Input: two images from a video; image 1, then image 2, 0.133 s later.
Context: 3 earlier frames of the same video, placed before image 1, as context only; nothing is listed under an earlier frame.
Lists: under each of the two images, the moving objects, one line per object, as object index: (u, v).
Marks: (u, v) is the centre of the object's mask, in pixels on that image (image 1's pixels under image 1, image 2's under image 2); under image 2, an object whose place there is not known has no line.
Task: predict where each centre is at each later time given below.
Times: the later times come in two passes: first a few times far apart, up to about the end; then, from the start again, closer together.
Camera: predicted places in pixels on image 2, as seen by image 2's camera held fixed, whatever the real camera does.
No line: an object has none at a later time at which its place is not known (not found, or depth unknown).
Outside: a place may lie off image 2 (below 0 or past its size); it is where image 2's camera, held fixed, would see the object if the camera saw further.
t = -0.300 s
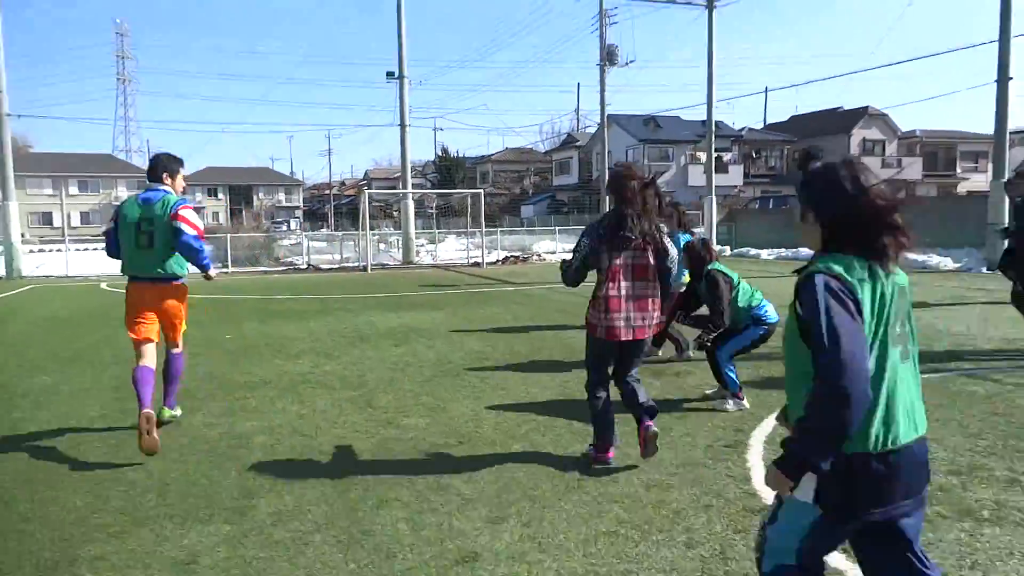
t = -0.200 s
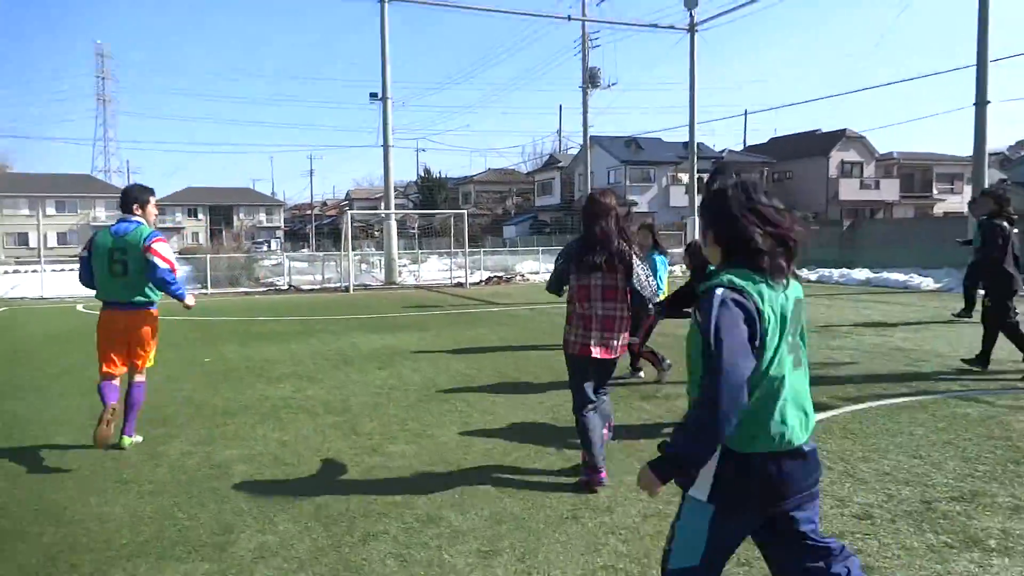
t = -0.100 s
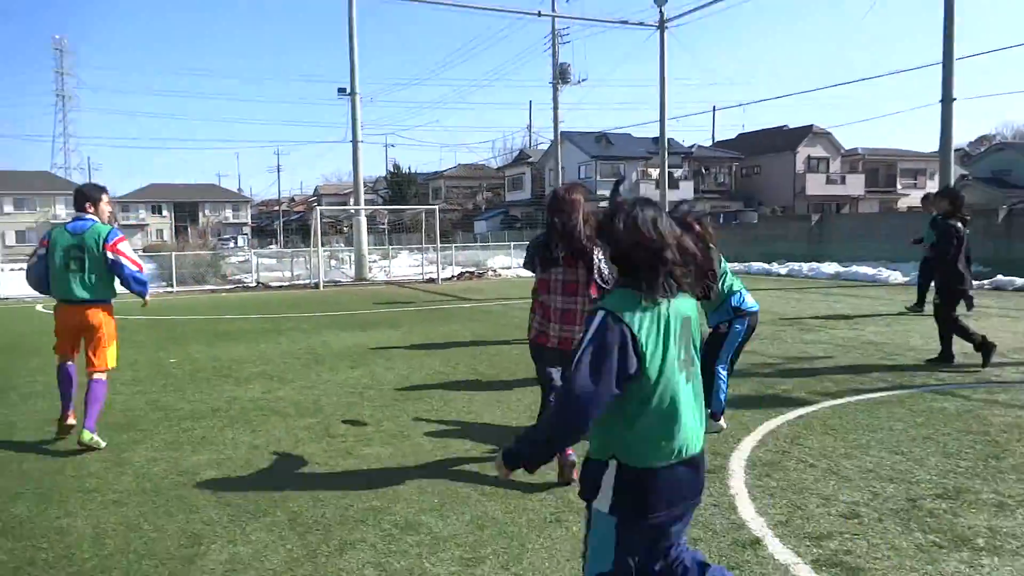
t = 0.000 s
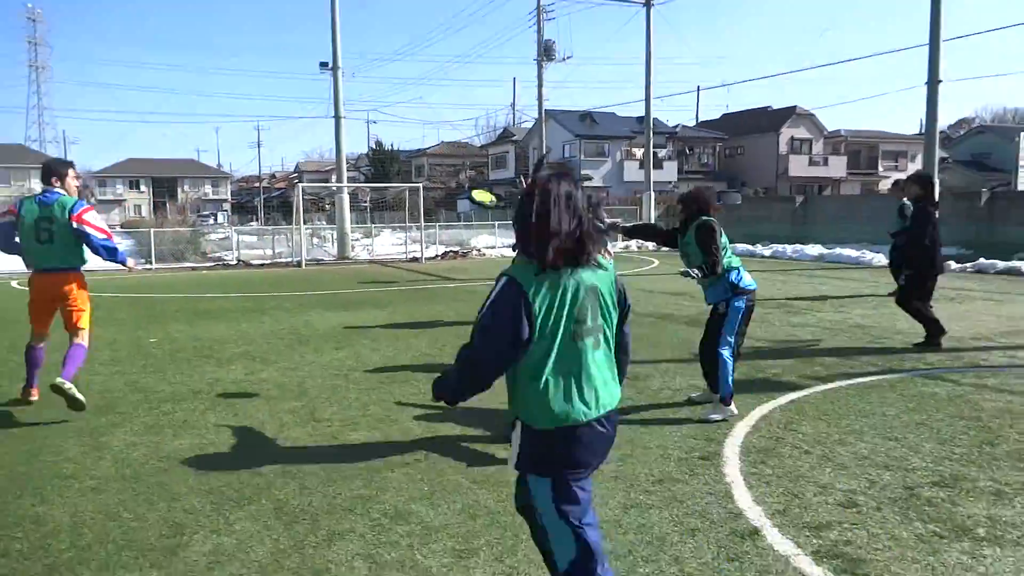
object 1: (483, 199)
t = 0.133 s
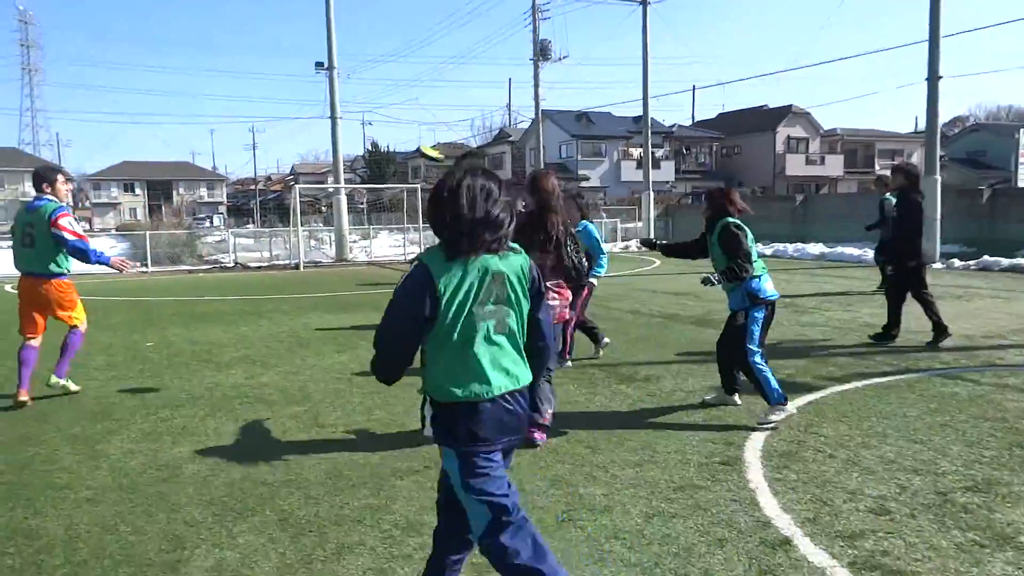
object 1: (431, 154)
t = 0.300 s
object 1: (400, 112)
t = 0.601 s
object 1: (404, 68)
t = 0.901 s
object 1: (447, 42)
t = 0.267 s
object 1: (403, 120)
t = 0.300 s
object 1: (400, 112)
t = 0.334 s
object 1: (397, 107)
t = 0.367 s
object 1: (394, 102)
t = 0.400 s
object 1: (393, 97)
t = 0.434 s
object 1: (393, 92)
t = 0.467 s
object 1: (395, 87)
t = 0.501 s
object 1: (396, 82)
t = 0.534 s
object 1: (398, 77)
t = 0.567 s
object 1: (401, 72)
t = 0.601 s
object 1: (404, 68)
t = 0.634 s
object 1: (407, 63)
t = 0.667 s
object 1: (411, 59)
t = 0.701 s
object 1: (415, 56)
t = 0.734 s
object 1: (420, 53)
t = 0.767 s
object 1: (424, 50)
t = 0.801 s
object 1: (429, 48)
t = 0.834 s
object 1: (435, 46)
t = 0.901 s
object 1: (447, 42)
